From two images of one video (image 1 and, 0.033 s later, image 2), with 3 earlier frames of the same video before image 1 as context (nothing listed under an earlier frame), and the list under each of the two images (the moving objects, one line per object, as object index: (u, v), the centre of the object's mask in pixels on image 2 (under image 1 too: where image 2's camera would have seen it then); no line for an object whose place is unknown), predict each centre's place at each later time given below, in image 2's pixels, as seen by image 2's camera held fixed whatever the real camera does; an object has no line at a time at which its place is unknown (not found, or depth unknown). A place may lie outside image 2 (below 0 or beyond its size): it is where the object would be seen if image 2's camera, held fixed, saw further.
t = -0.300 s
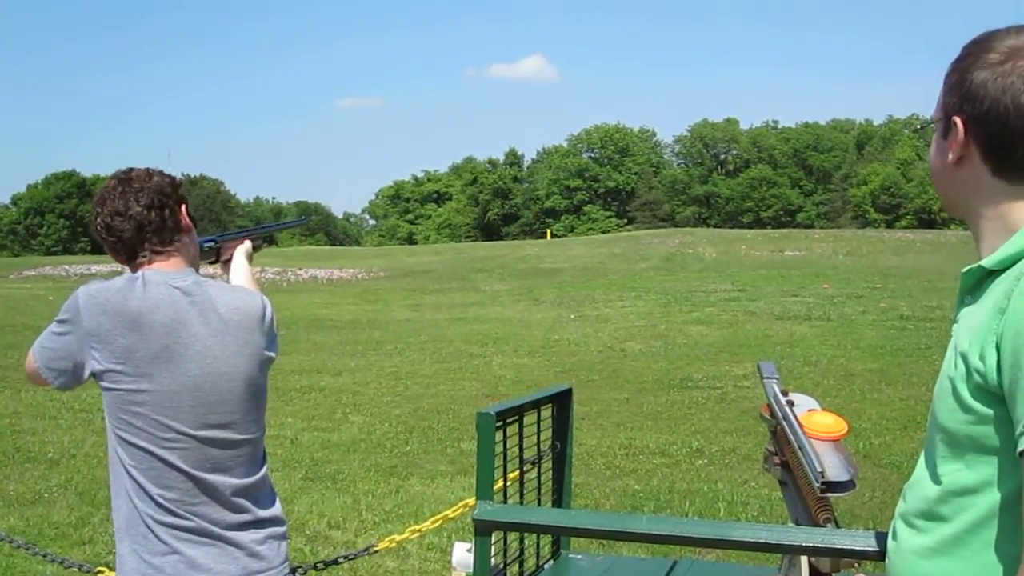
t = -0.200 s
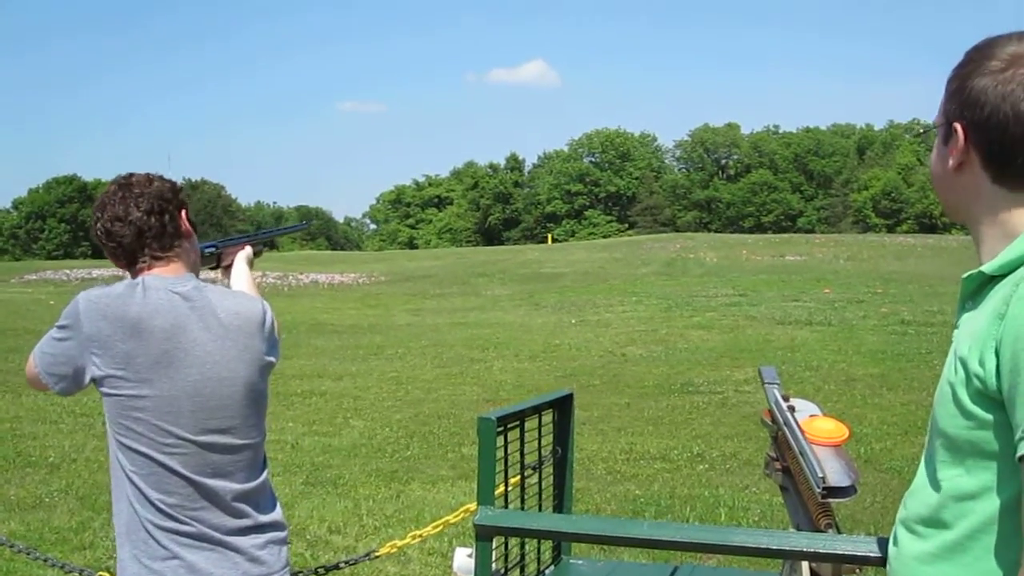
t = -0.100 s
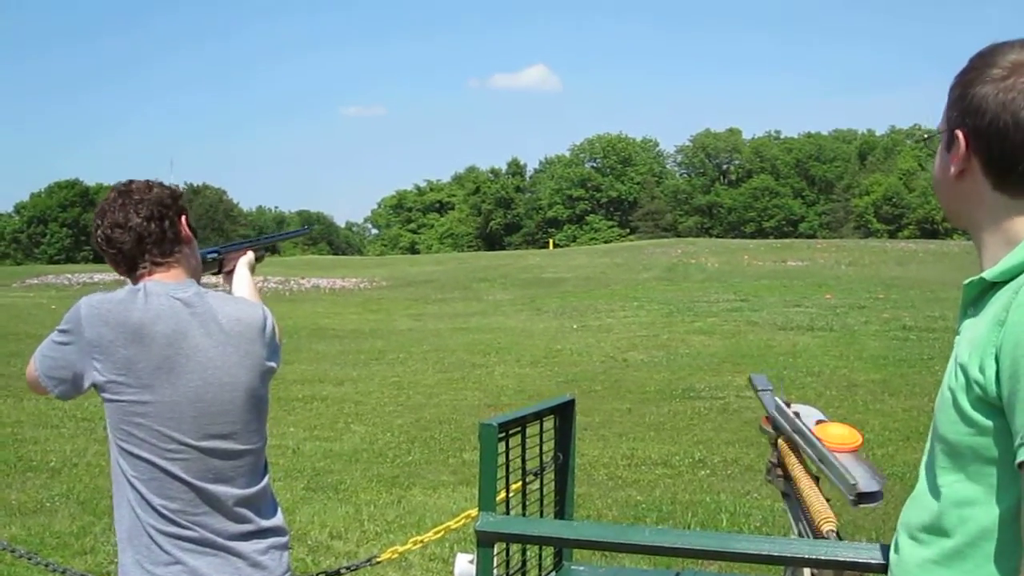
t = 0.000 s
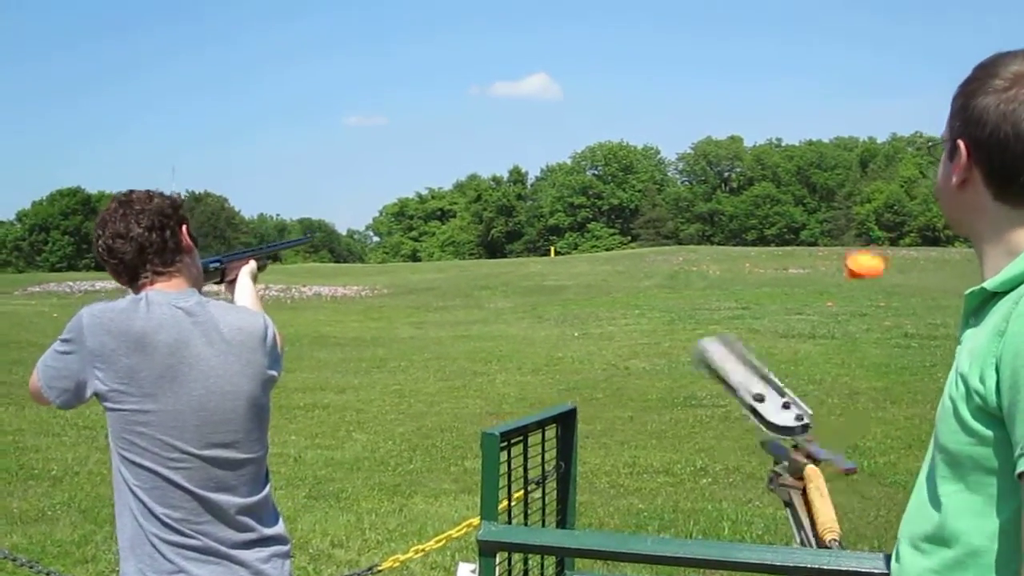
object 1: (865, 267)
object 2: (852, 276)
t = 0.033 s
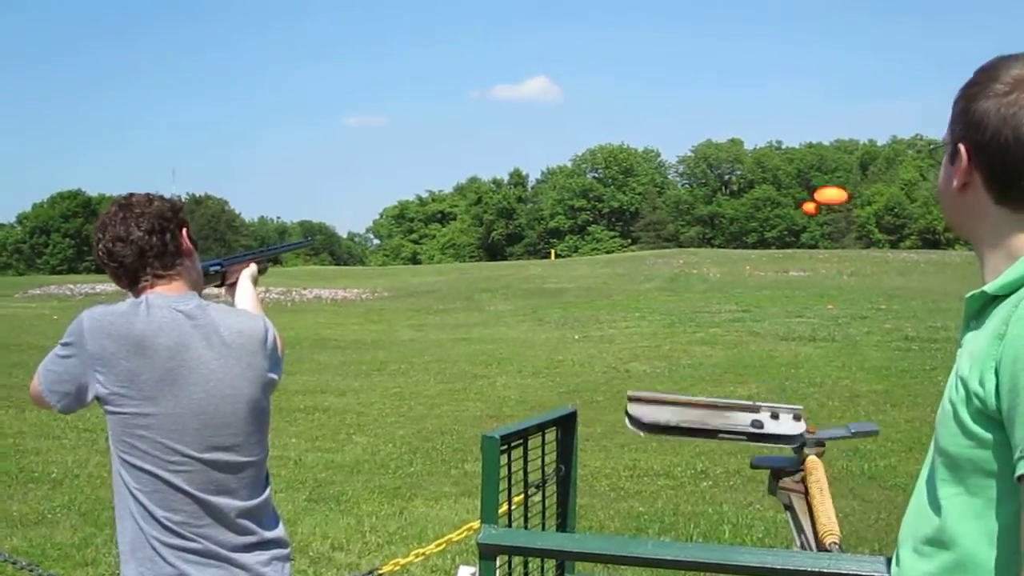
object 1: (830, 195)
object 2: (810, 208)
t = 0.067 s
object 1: (804, 145)
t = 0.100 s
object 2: (755, 128)
